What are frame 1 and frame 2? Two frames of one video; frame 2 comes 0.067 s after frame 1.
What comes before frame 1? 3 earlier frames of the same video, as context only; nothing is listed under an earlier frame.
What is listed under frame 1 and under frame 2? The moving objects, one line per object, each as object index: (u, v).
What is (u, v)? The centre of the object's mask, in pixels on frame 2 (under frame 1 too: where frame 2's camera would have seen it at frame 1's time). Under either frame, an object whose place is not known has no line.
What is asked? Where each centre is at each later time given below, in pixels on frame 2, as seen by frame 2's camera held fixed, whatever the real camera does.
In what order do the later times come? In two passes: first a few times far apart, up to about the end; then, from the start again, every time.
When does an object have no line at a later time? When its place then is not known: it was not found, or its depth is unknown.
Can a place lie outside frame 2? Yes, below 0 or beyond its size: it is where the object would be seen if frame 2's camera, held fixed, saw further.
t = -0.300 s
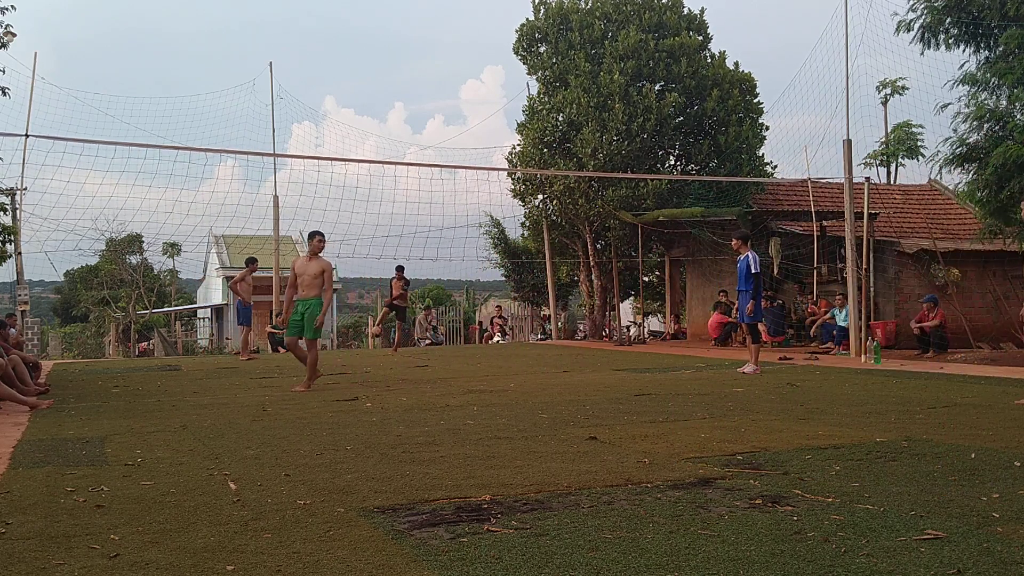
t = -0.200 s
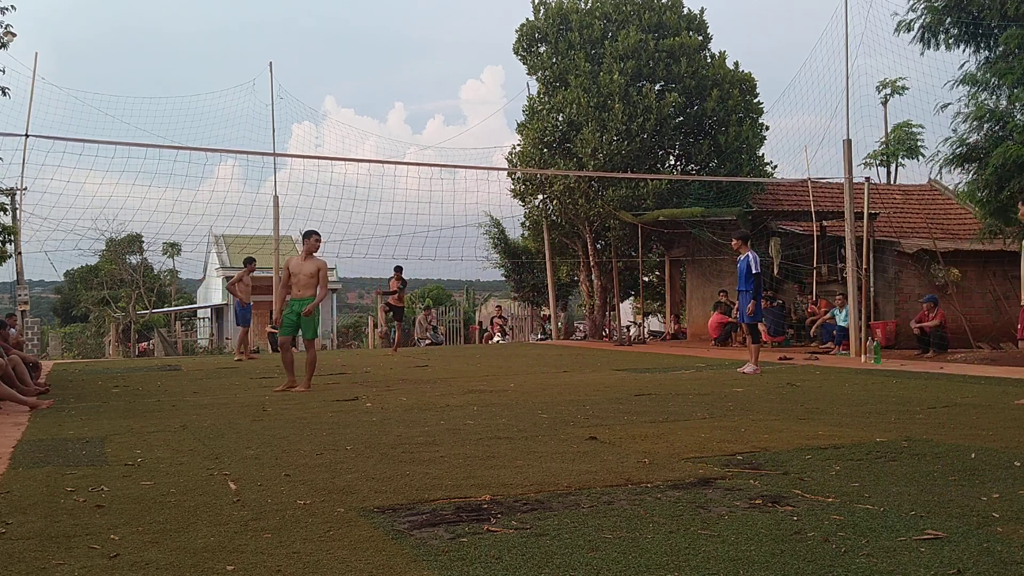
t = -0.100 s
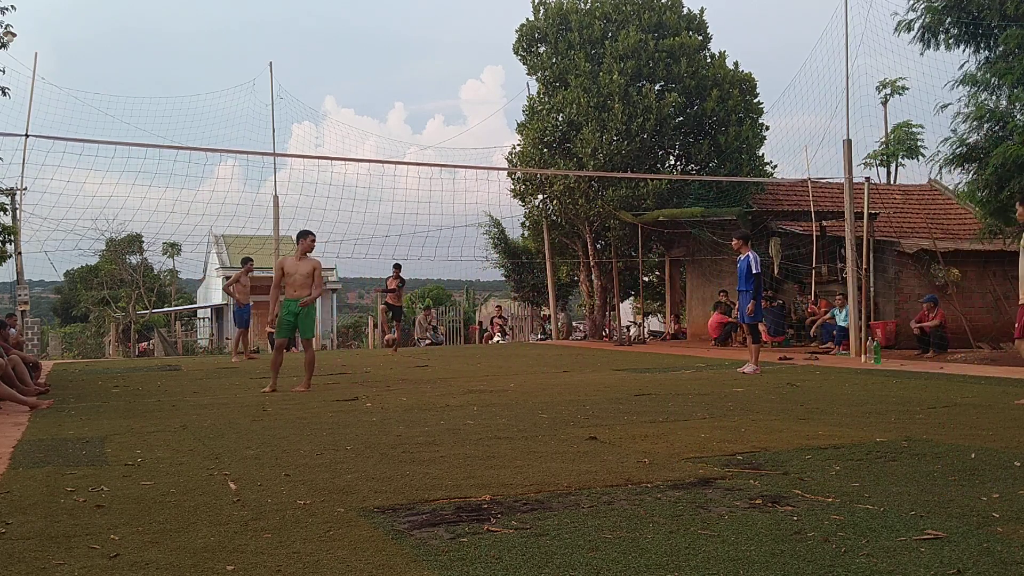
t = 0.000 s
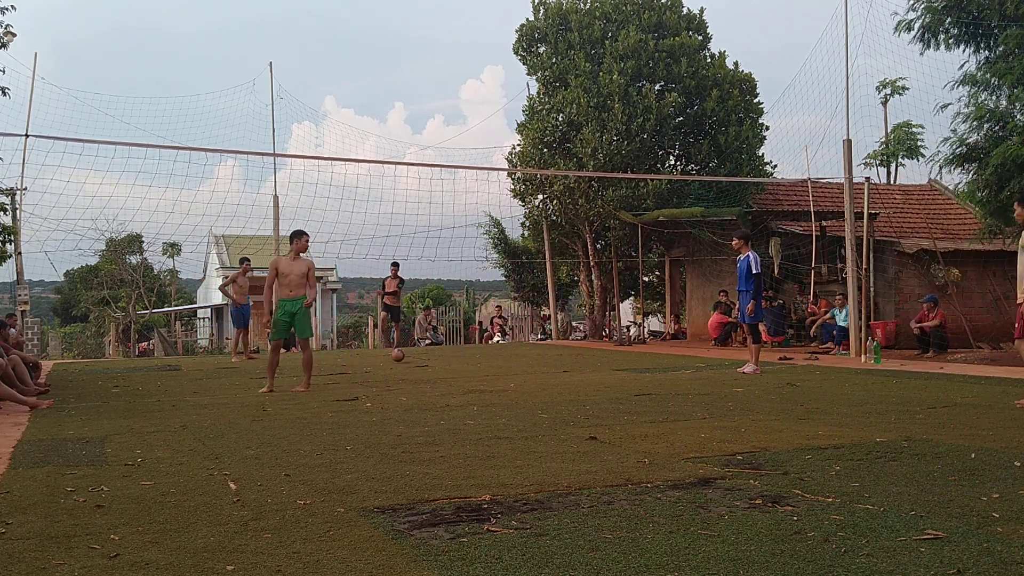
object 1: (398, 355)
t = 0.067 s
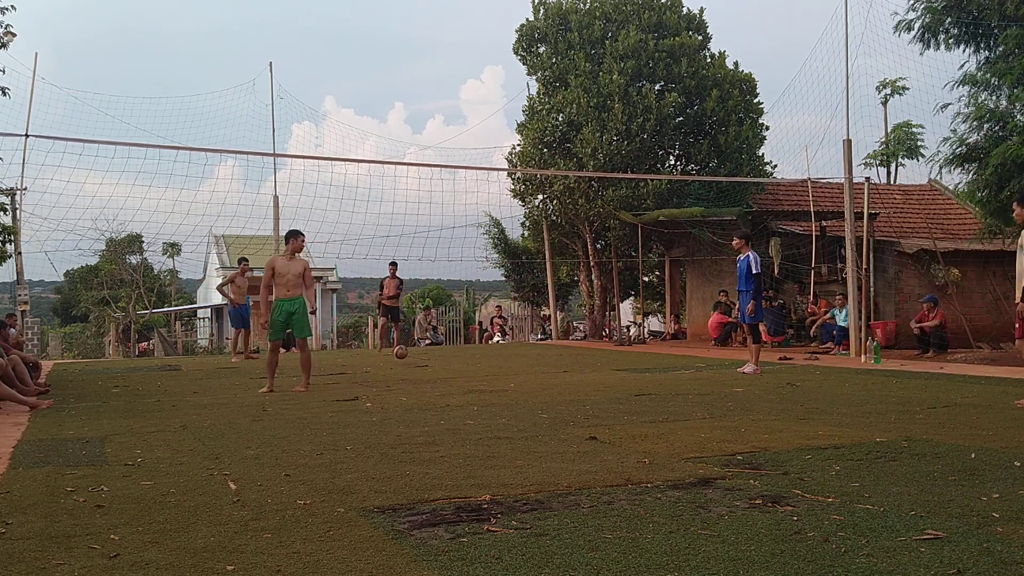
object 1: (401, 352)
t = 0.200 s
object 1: (405, 346)
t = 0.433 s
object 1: (415, 365)
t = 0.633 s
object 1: (426, 367)
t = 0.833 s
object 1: (440, 377)
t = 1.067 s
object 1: (459, 385)
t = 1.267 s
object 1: (479, 387)
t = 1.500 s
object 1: (510, 400)
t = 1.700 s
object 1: (543, 417)
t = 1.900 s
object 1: (587, 433)
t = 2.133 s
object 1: (655, 461)
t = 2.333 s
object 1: (741, 495)
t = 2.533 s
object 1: (866, 543)
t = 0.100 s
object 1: (402, 349)
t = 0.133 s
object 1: (402, 347)
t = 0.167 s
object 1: (404, 346)
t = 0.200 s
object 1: (405, 346)
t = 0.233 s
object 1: (406, 346)
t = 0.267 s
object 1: (408, 347)
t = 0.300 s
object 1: (409, 349)
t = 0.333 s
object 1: (410, 352)
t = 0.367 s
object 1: (412, 356)
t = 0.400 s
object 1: (413, 361)
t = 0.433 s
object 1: (415, 365)
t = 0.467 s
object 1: (416, 363)
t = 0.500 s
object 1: (419, 362)
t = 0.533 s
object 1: (420, 361)
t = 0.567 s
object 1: (422, 362)
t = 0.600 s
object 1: (424, 365)
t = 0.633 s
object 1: (426, 367)
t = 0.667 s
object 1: (427, 371)
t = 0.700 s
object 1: (430, 372)
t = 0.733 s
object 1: (433, 372)
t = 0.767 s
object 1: (435, 372)
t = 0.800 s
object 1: (437, 374)
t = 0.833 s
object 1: (440, 377)
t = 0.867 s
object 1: (442, 379)
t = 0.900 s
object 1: (445, 380)
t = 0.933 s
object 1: (448, 381)
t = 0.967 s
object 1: (451, 382)
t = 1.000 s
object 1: (453, 383)
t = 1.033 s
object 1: (456, 385)
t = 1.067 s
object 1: (459, 385)
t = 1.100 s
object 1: (463, 385)
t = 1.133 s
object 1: (466, 386)
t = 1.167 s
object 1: (469, 389)
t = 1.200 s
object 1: (473, 391)
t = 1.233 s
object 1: (476, 389)
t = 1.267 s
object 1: (479, 387)
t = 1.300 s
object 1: (483, 388)
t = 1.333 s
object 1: (487, 390)
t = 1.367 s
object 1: (491, 394)
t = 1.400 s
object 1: (495, 398)
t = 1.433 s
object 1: (500, 403)
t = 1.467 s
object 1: (505, 401)
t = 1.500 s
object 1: (510, 400)
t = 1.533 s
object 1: (515, 401)
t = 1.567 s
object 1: (520, 404)
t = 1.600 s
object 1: (526, 409)
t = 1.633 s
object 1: (531, 416)
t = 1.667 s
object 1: (537, 416)
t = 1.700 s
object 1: (543, 417)
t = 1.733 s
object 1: (550, 418)
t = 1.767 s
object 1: (557, 422)
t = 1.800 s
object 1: (564, 428)
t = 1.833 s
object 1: (571, 433)
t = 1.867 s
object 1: (579, 432)
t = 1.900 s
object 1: (587, 433)
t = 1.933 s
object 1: (595, 435)
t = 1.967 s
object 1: (604, 439)
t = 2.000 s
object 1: (613, 448)
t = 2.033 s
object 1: (623, 450)
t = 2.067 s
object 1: (633, 452)
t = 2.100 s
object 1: (644, 455)
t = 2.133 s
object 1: (655, 461)
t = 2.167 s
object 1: (668, 471)
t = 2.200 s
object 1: (681, 474)
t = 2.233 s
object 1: (694, 474)
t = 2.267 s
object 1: (709, 477)
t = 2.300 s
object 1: (724, 484)
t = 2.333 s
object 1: (741, 495)
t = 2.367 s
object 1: (758, 505)
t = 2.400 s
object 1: (776, 504)
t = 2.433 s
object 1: (796, 507)
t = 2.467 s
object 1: (818, 515)
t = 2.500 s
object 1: (841, 527)
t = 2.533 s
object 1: (866, 543)
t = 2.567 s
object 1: (891, 553)
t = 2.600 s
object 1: (920, 556)
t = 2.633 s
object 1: (951, 562)
